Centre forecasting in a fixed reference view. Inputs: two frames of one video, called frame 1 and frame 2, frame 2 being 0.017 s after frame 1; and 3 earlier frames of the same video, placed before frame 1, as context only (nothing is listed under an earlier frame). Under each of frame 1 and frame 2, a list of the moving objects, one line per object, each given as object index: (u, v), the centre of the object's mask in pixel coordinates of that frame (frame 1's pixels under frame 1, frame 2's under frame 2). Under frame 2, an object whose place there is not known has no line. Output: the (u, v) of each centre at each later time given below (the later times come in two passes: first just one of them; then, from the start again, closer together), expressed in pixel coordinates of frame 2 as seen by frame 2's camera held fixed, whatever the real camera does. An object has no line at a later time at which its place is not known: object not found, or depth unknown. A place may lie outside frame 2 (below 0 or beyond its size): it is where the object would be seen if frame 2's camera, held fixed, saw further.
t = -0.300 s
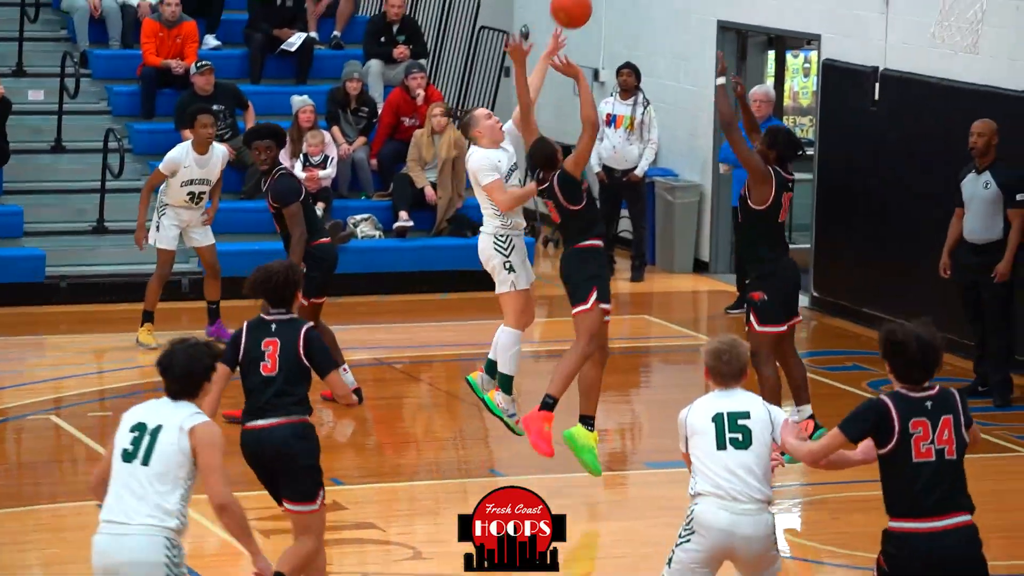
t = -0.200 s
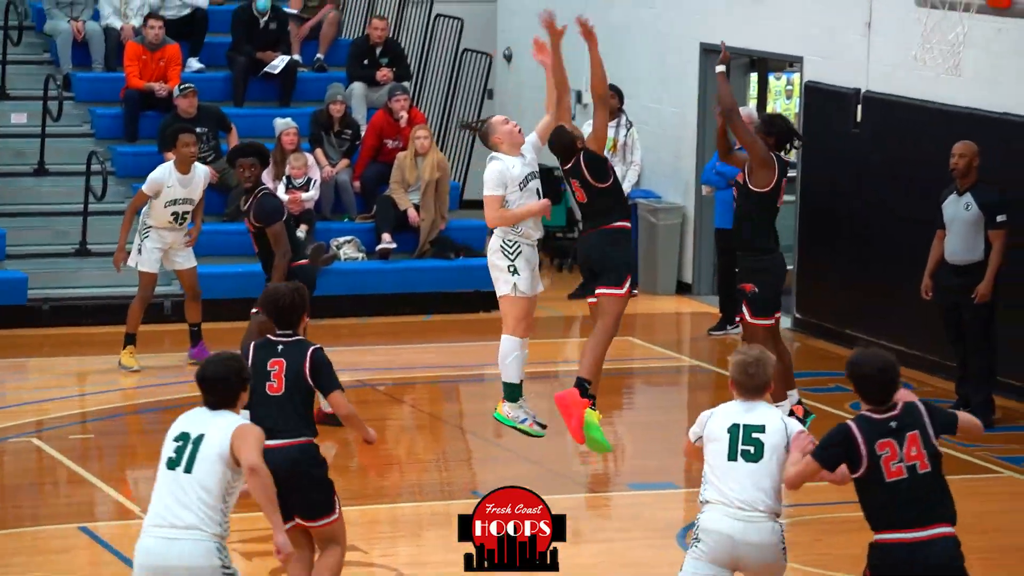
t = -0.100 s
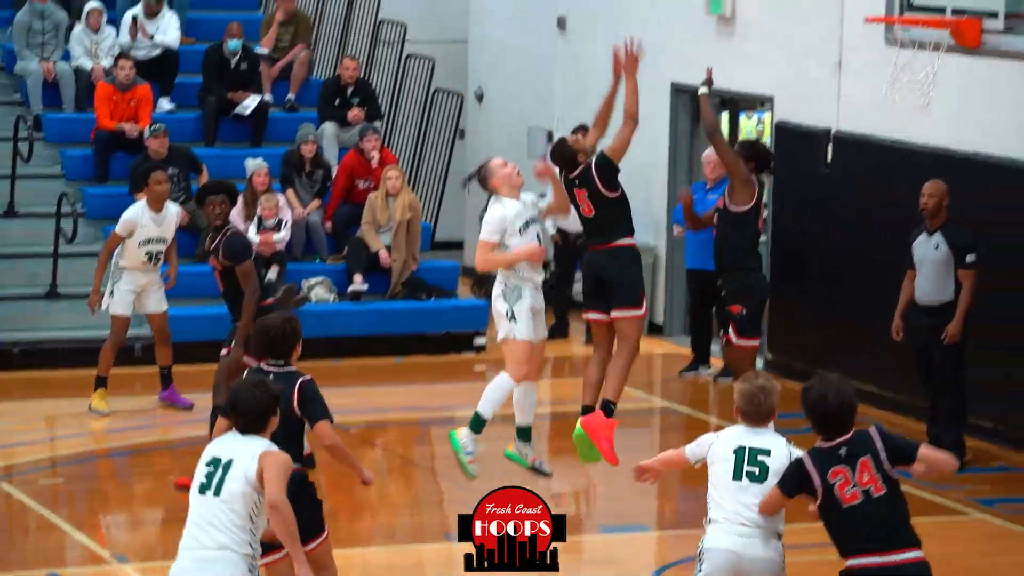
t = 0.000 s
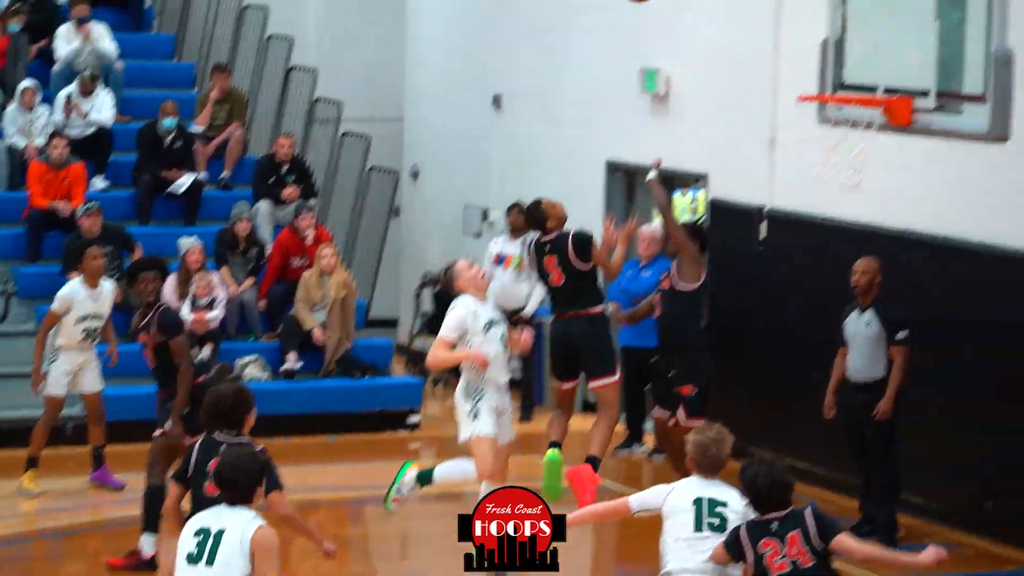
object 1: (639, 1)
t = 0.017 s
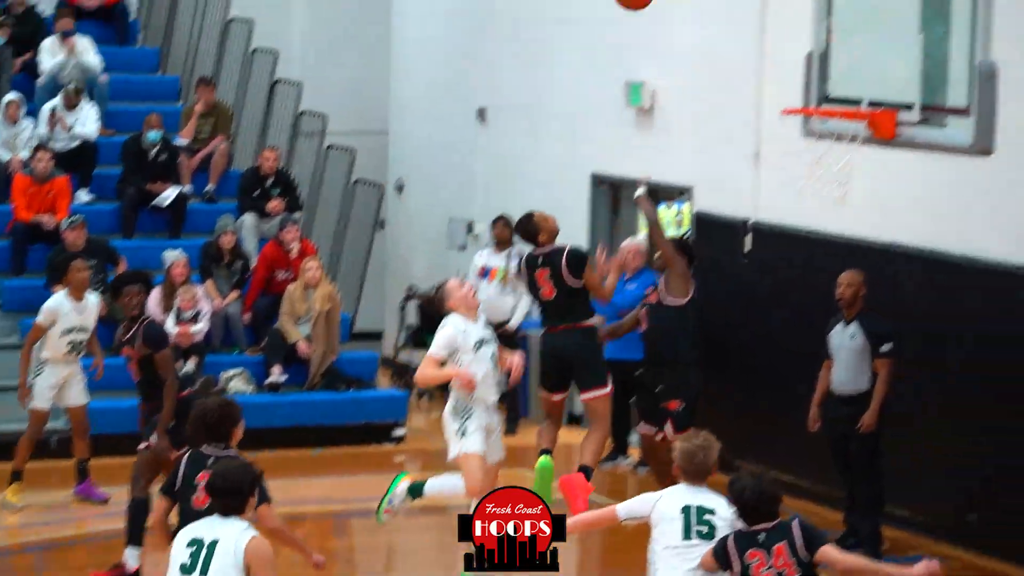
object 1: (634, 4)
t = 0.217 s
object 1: (754, -33)
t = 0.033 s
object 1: (644, -5)
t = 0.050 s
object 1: (654, -13)
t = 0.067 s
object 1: (664, -19)
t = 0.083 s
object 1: (674, -24)
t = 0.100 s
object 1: (683, -28)
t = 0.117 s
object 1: (693, -31)
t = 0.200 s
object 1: (743, -34)
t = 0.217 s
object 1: (754, -33)
